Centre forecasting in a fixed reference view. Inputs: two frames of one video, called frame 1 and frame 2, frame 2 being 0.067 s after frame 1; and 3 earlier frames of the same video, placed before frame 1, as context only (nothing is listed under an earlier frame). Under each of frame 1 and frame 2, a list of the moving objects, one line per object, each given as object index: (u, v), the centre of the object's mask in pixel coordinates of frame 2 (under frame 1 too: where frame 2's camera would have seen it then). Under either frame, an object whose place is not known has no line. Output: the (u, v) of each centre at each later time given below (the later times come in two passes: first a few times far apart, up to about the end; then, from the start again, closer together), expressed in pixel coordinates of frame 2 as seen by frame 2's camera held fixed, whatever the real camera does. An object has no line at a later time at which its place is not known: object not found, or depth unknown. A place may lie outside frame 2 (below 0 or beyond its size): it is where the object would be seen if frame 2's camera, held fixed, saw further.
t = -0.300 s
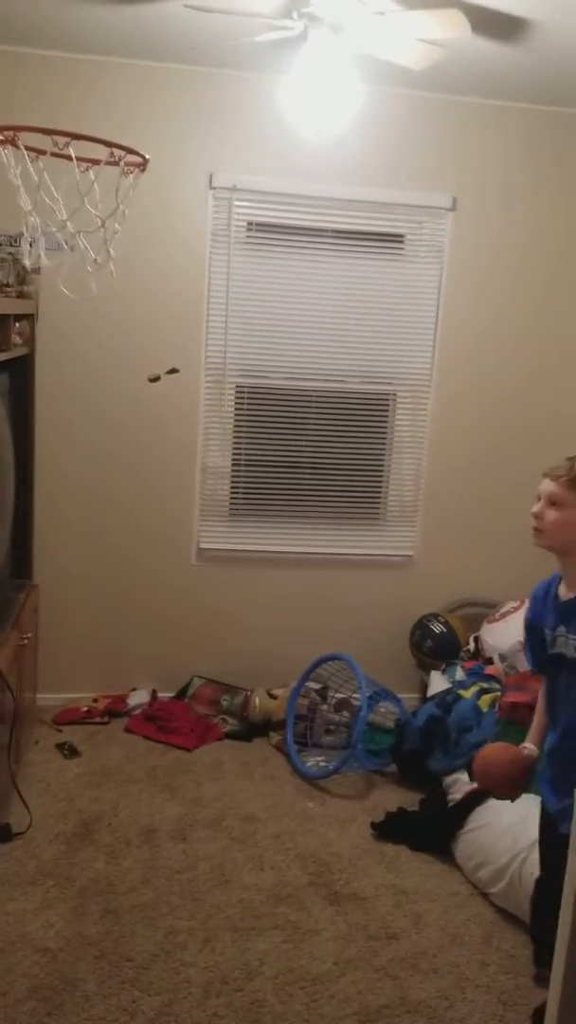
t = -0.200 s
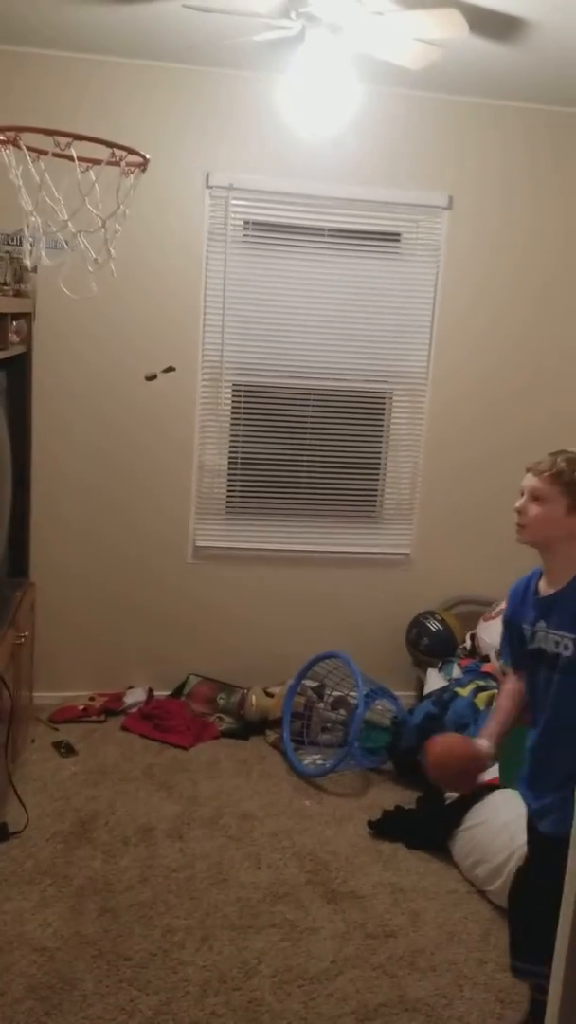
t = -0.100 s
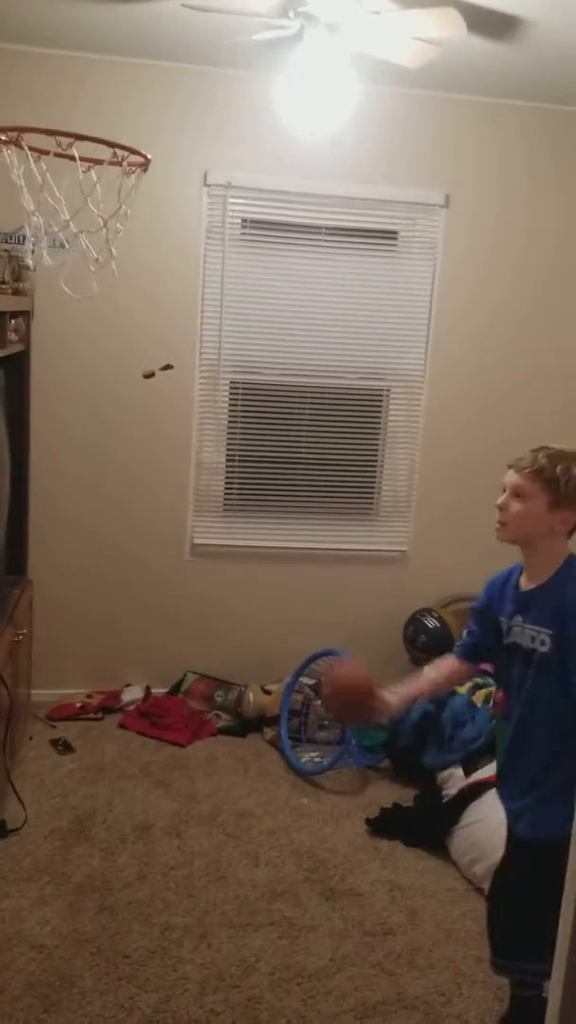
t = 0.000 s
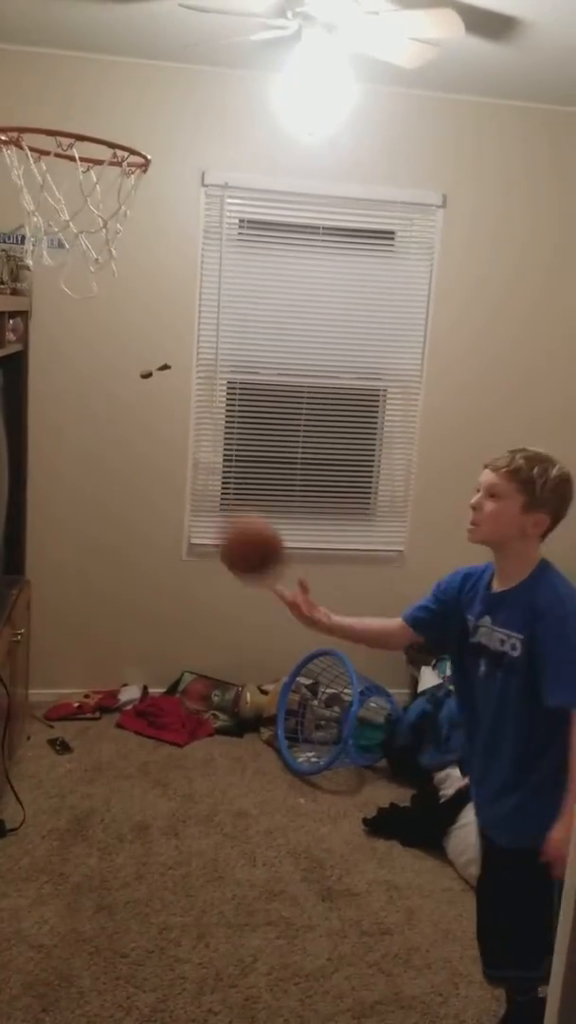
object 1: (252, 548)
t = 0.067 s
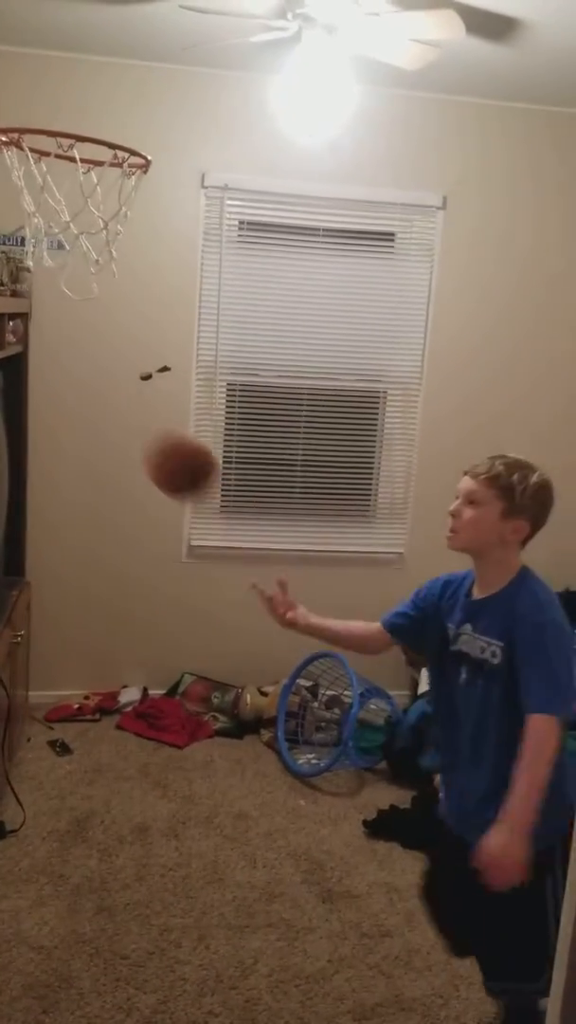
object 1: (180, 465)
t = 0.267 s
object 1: (8, 340)
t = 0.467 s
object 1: (146, 420)
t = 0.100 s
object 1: (143, 430)
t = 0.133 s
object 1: (105, 400)
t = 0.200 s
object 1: (25, 357)
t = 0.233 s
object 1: (9, 343)
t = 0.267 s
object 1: (8, 340)
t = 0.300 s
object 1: (18, 339)
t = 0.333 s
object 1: (41, 345)
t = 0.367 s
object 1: (70, 356)
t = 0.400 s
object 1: (97, 372)
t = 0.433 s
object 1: (122, 393)
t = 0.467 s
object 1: (146, 420)
